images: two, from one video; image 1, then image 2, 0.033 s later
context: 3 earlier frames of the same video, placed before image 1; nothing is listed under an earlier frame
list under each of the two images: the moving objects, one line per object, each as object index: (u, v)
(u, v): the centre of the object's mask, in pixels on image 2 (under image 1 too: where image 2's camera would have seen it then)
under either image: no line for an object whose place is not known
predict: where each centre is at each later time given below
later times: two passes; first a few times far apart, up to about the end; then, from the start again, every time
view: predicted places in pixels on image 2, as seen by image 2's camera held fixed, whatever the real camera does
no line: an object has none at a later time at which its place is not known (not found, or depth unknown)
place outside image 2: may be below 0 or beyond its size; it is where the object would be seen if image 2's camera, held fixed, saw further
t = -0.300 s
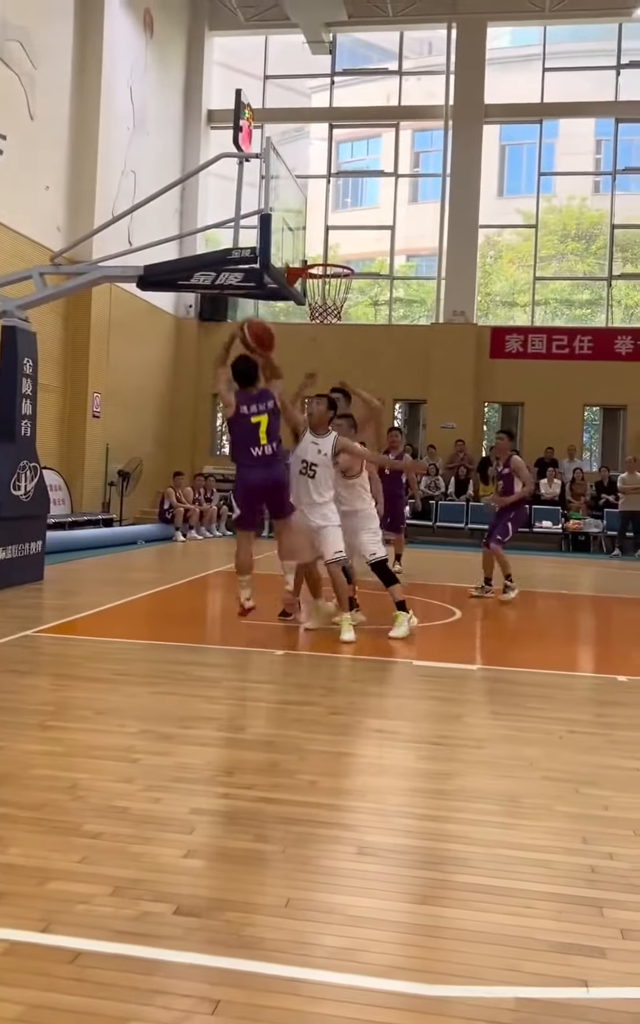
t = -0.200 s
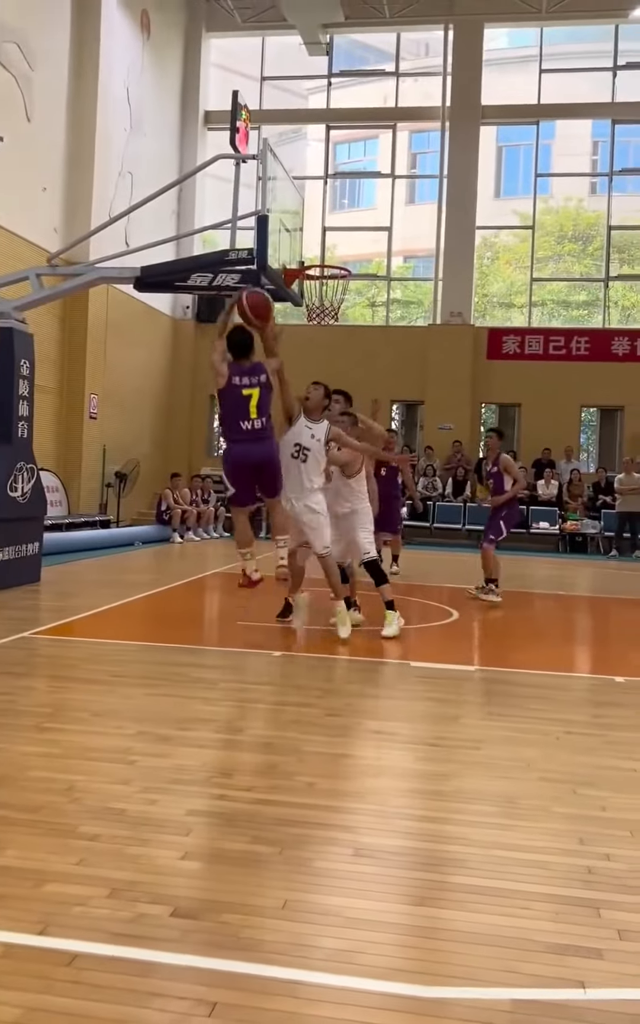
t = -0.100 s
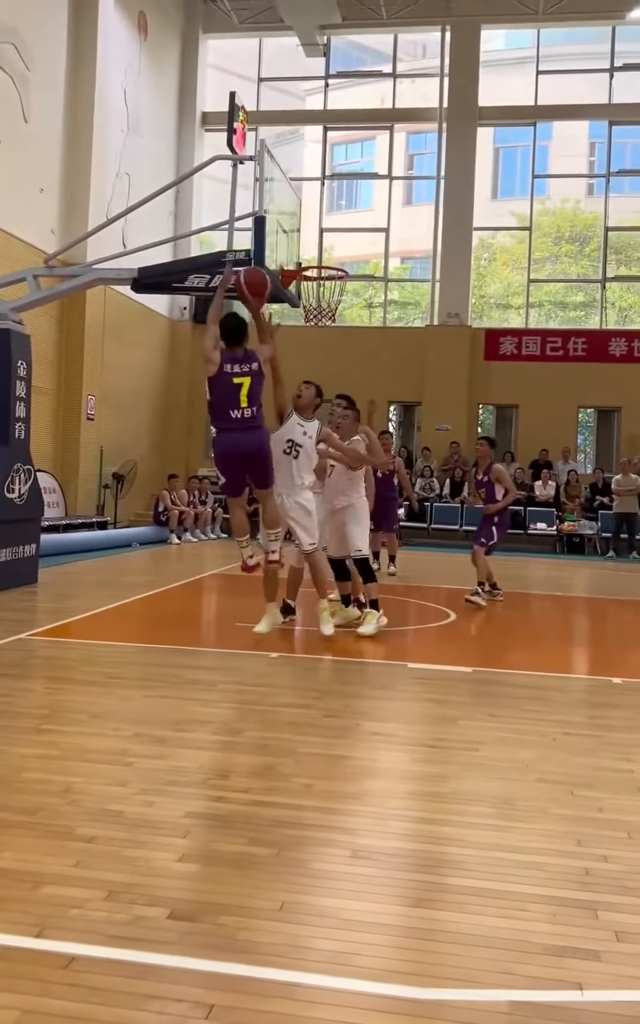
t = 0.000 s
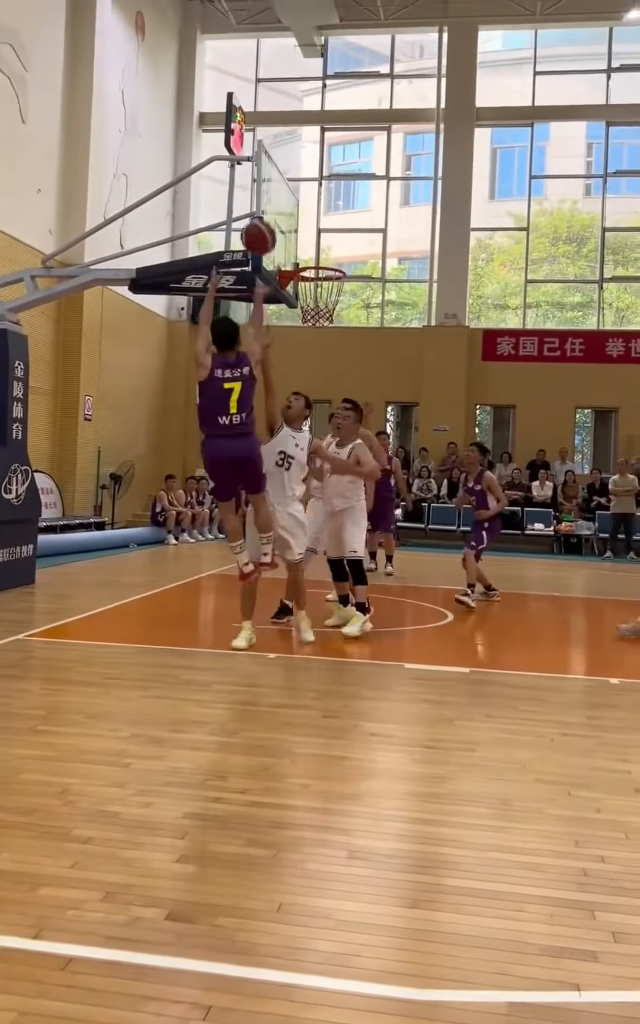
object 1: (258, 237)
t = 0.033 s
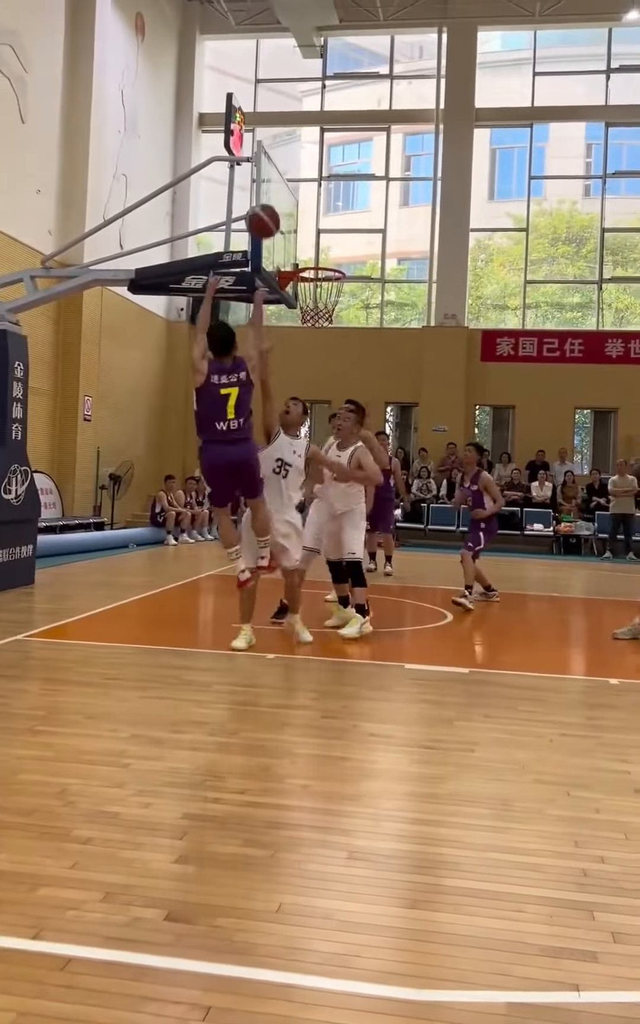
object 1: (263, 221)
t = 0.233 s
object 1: (286, 160)
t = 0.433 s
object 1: (304, 157)
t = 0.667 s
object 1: (320, 211)
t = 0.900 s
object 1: (329, 306)
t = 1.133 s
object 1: (314, 323)
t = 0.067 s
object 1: (267, 206)
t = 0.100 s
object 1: (271, 193)
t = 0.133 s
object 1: (275, 182)
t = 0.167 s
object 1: (279, 173)
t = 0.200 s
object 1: (283, 166)
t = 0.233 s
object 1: (286, 160)
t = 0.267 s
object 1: (289, 156)
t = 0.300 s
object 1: (293, 153)
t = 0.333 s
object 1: (296, 152)
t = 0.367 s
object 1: (299, 152)
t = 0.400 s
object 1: (301, 154)
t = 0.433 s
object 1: (304, 157)
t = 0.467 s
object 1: (306, 162)
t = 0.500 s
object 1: (309, 167)
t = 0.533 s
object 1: (312, 173)
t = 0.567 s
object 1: (314, 181)
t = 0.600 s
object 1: (316, 190)
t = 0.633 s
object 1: (318, 200)
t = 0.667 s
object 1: (320, 211)
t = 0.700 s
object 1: (322, 223)
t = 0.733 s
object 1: (323, 235)
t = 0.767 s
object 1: (325, 249)
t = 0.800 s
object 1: (326, 263)
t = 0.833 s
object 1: (327, 279)
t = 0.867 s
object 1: (329, 293)
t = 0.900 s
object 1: (329, 306)
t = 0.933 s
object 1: (328, 310)
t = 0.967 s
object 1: (326, 311)
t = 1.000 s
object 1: (324, 311)
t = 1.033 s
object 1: (322, 313)
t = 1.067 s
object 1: (319, 315)
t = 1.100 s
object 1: (316, 319)
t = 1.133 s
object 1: (314, 323)
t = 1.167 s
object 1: (310, 330)
